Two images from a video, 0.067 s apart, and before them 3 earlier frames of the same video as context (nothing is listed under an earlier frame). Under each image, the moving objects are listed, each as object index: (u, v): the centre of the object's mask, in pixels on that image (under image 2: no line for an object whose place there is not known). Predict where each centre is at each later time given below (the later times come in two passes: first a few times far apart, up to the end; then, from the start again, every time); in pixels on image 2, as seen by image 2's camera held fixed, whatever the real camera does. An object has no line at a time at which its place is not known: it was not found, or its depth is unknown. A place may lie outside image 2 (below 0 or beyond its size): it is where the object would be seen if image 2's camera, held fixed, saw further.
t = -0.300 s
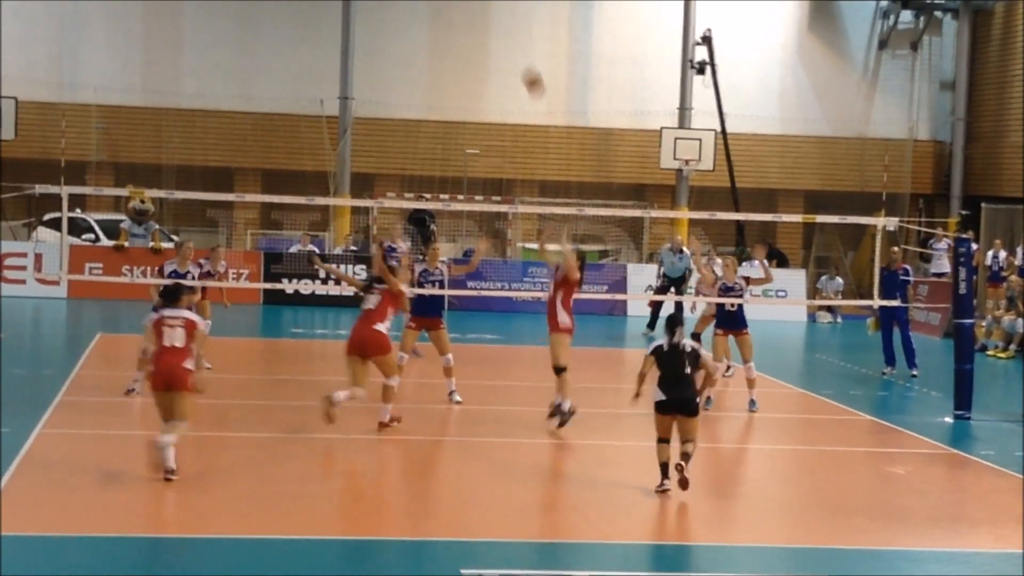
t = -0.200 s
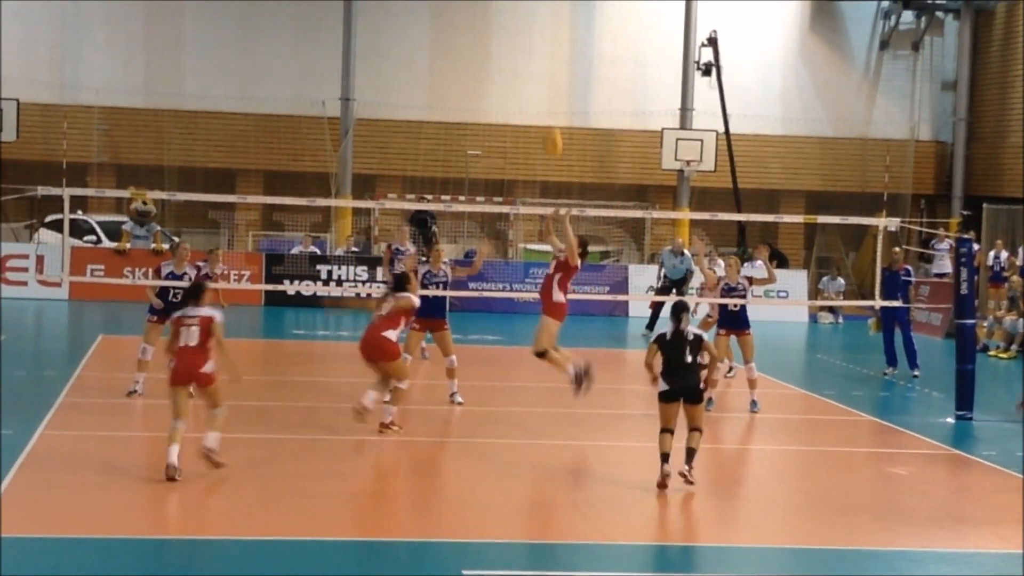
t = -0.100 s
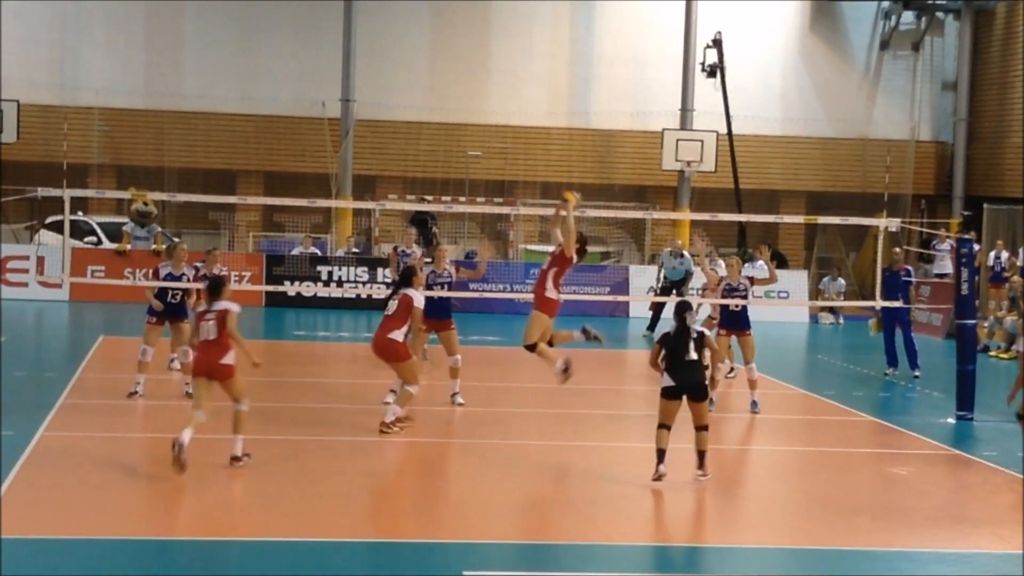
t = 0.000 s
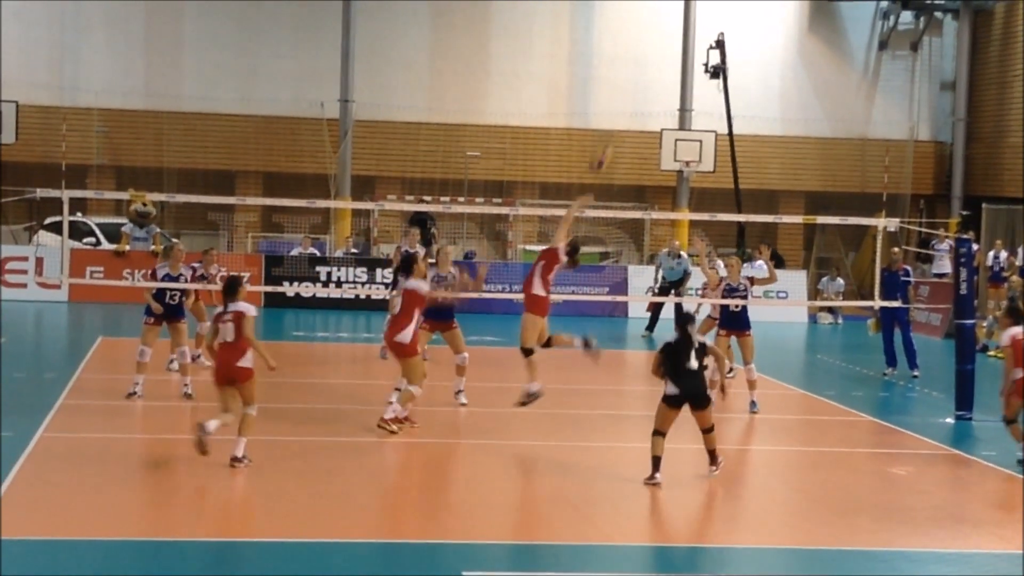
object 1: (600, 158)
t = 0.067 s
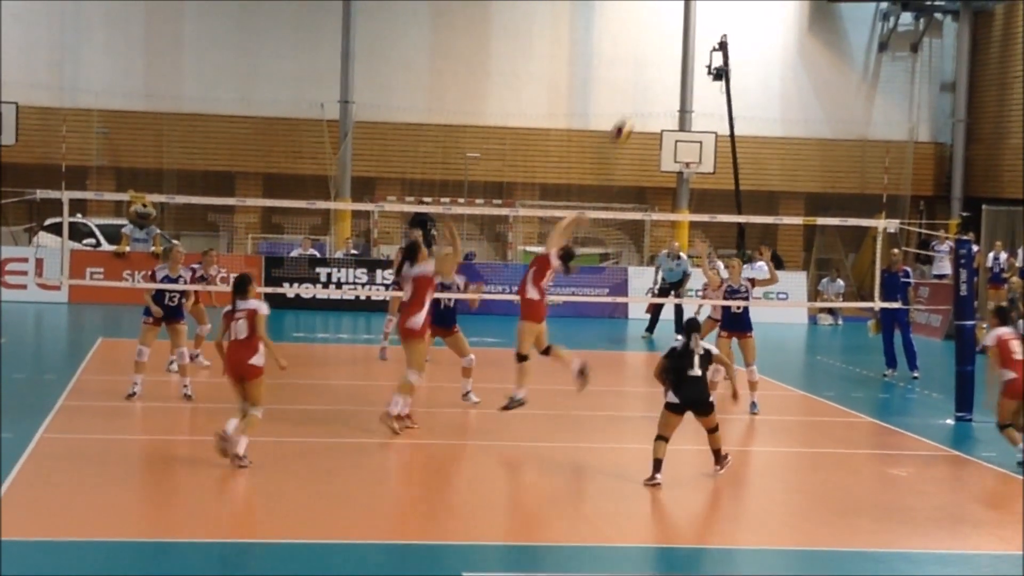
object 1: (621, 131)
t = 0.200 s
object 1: (662, 87)
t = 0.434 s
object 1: (727, 53)
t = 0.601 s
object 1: (771, 62)
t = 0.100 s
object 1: (632, 118)
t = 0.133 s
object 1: (642, 106)
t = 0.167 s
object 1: (652, 95)
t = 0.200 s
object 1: (662, 87)
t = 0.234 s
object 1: (672, 79)
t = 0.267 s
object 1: (681, 72)
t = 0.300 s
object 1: (691, 67)
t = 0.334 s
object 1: (701, 61)
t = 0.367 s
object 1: (709, 58)
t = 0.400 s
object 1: (718, 55)
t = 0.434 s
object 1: (727, 53)
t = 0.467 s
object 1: (737, 53)
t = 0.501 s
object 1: (745, 53)
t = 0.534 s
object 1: (755, 56)
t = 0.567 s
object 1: (762, 58)
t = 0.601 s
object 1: (771, 62)
